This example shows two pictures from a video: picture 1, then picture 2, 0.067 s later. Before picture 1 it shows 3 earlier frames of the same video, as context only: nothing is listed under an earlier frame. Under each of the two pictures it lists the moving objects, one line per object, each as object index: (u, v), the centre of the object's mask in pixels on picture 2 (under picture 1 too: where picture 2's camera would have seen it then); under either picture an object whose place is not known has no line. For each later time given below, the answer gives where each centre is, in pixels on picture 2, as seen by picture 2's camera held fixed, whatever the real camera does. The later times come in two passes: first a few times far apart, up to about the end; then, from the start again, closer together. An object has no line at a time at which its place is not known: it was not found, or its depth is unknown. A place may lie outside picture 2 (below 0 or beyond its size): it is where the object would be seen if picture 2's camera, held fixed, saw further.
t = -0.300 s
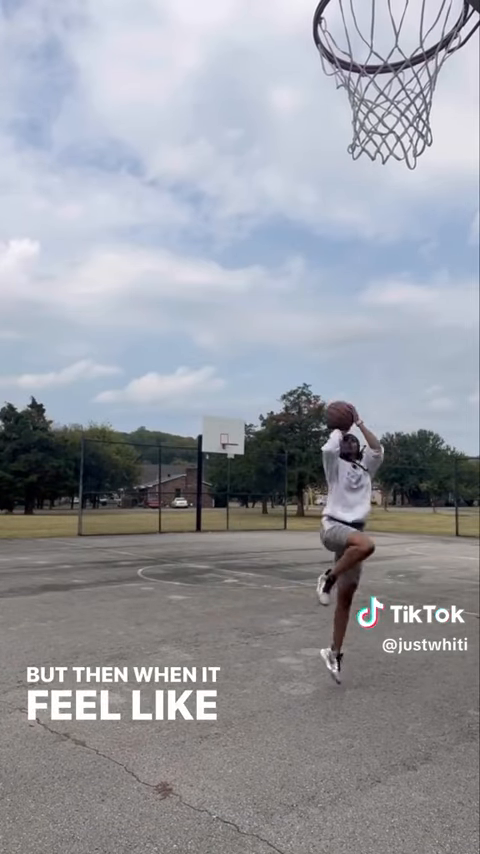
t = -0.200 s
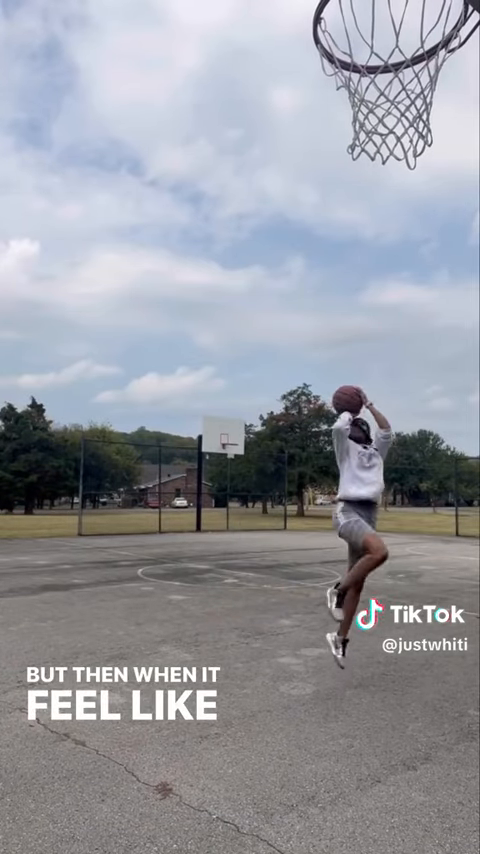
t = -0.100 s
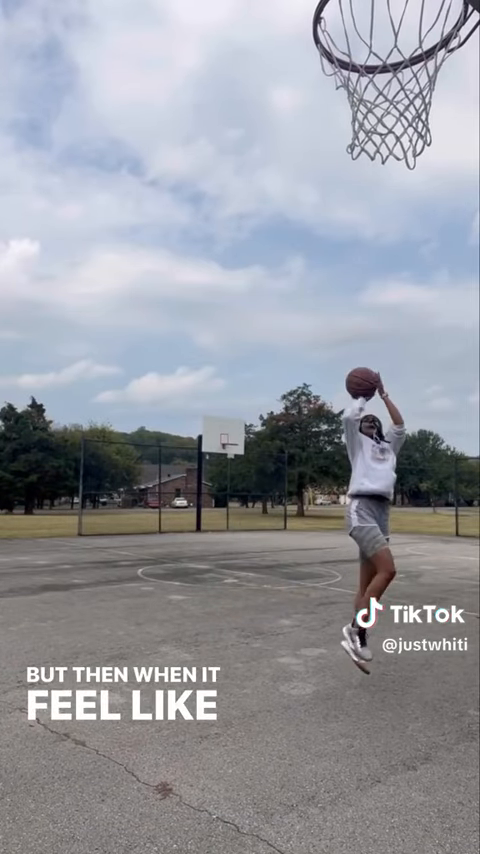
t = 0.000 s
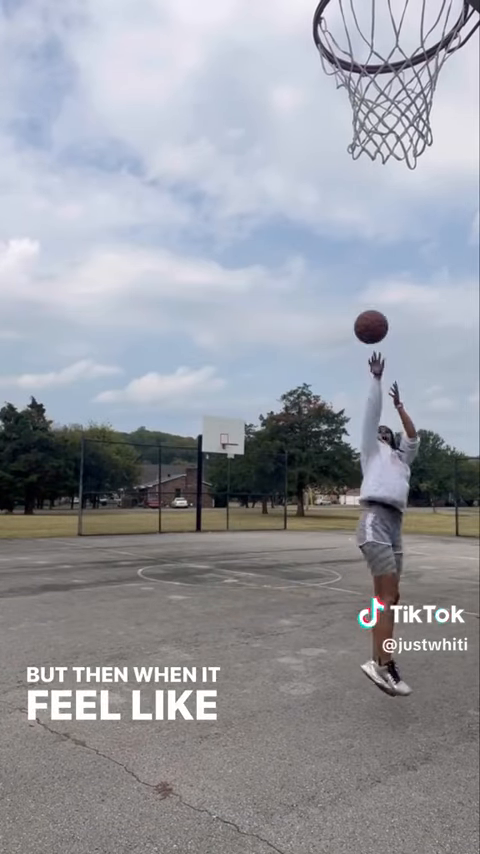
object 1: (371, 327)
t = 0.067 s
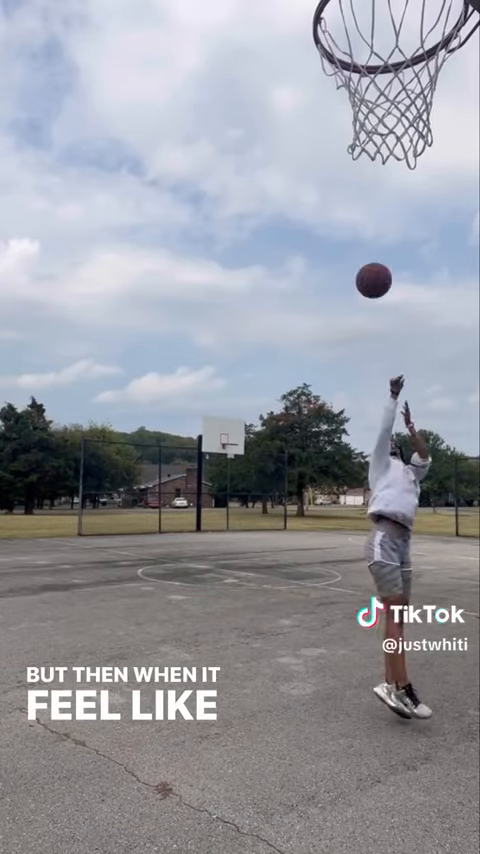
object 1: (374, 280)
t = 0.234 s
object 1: (382, 173)
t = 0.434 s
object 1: (393, 66)
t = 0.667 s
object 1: (412, 13)
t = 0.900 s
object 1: (366, 27)
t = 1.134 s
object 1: (423, 97)
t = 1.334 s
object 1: (448, 88)
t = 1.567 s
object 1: (377, 148)
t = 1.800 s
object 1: (276, 382)
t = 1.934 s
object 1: (210, 623)
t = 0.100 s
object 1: (375, 258)
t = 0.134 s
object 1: (376, 236)
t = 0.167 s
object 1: (378, 214)
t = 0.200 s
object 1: (380, 193)
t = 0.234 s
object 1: (382, 173)
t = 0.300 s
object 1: (384, 135)
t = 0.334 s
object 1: (387, 115)
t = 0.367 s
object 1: (389, 97)
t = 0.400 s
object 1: (391, 81)
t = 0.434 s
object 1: (393, 66)
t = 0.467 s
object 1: (395, 50)
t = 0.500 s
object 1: (398, 35)
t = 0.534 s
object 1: (401, 27)
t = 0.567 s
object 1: (403, 21)
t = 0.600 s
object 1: (406, 17)
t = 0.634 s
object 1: (409, 14)
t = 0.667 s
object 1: (412, 13)
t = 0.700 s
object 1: (416, 12)
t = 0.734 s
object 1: (420, 12)
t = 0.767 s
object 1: (425, 14)
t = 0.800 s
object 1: (422, 16)
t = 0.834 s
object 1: (400, 16)
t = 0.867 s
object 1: (377, 19)
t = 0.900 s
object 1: (366, 27)
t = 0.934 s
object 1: (356, 41)
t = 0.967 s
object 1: (361, 57)
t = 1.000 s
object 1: (374, 69)
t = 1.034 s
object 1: (385, 83)
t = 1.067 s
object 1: (398, 93)
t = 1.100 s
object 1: (411, 97)
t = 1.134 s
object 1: (423, 97)
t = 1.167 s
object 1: (434, 93)
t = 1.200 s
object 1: (442, 90)
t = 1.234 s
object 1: (446, 90)
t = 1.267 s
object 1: (448, 88)
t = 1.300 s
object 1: (449, 88)
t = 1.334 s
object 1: (448, 88)
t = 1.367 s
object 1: (445, 90)
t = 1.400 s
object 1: (440, 93)
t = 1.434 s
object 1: (430, 99)
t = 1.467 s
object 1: (417, 105)
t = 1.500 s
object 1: (403, 115)
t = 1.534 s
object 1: (390, 129)
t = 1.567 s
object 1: (377, 148)
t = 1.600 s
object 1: (363, 169)
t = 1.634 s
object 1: (349, 194)
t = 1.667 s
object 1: (335, 223)
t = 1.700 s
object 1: (321, 257)
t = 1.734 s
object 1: (306, 295)
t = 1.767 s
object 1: (291, 336)
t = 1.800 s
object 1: (276, 382)
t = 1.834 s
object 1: (261, 434)
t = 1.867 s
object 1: (244, 491)
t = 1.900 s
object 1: (228, 554)
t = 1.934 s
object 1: (210, 623)
